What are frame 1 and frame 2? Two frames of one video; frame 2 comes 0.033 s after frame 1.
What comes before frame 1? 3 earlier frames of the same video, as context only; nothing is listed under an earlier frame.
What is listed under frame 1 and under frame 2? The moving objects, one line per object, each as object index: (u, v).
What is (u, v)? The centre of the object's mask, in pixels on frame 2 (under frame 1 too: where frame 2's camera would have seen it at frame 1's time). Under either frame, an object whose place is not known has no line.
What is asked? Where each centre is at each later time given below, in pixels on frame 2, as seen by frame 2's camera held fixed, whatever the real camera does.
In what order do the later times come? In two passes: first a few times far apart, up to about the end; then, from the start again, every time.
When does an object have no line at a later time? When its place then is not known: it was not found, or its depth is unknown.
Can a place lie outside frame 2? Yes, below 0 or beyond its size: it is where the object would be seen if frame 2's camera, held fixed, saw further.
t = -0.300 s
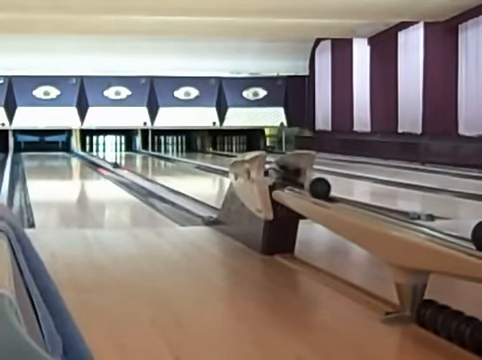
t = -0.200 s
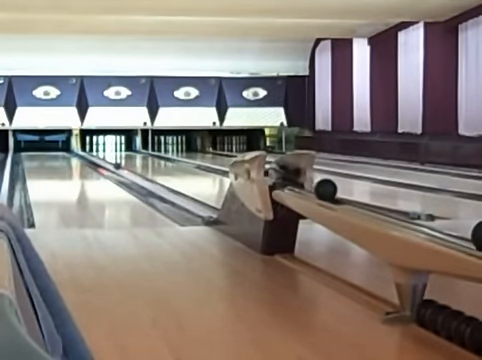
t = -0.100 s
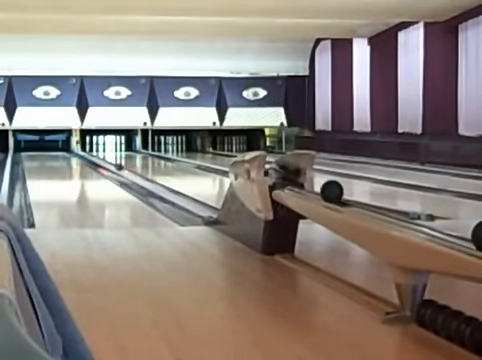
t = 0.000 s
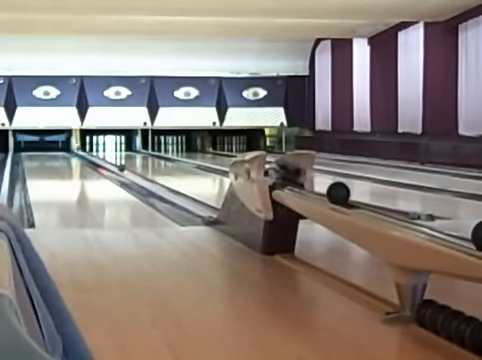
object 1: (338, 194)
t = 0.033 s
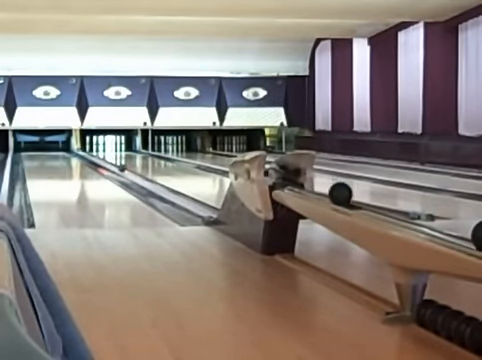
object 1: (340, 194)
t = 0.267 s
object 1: (356, 199)
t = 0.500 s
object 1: (373, 203)
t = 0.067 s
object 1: (342, 195)
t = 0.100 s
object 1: (345, 195)
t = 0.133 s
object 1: (347, 196)
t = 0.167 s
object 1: (349, 197)
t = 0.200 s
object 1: (352, 198)
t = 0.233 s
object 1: (354, 198)
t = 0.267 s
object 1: (356, 199)
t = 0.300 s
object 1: (359, 199)
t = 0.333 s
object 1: (361, 200)
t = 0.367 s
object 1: (363, 201)
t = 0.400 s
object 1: (366, 201)
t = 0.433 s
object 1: (368, 202)
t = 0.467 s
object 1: (371, 203)
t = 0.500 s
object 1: (373, 203)
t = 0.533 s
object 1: (376, 204)
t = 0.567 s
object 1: (379, 205)
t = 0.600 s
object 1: (382, 206)
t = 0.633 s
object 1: (384, 207)
